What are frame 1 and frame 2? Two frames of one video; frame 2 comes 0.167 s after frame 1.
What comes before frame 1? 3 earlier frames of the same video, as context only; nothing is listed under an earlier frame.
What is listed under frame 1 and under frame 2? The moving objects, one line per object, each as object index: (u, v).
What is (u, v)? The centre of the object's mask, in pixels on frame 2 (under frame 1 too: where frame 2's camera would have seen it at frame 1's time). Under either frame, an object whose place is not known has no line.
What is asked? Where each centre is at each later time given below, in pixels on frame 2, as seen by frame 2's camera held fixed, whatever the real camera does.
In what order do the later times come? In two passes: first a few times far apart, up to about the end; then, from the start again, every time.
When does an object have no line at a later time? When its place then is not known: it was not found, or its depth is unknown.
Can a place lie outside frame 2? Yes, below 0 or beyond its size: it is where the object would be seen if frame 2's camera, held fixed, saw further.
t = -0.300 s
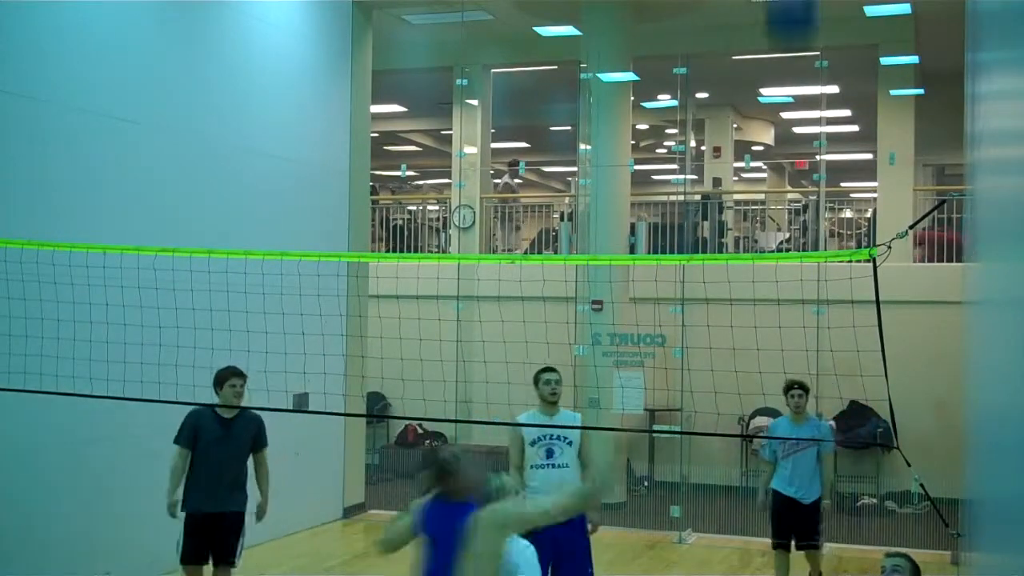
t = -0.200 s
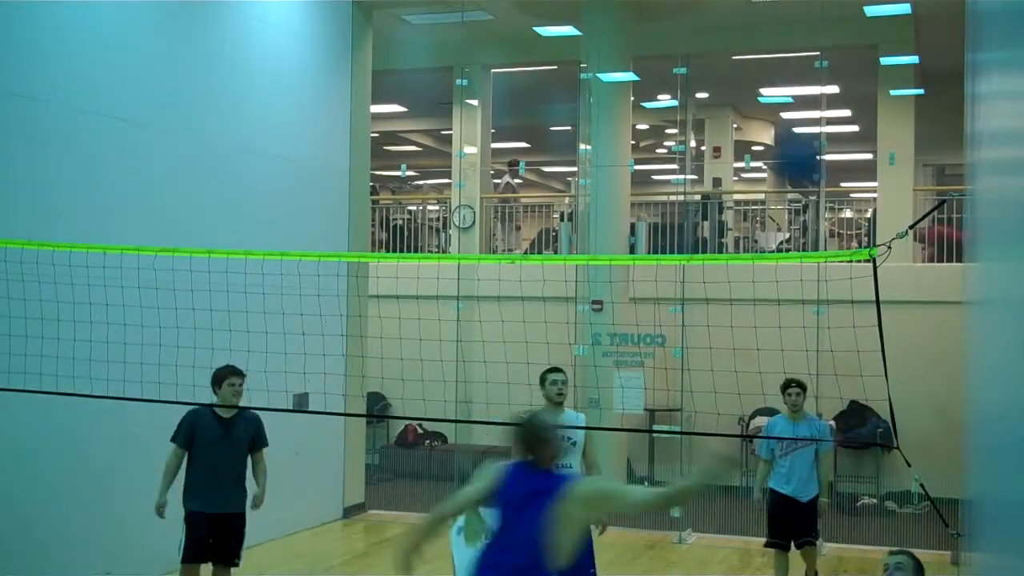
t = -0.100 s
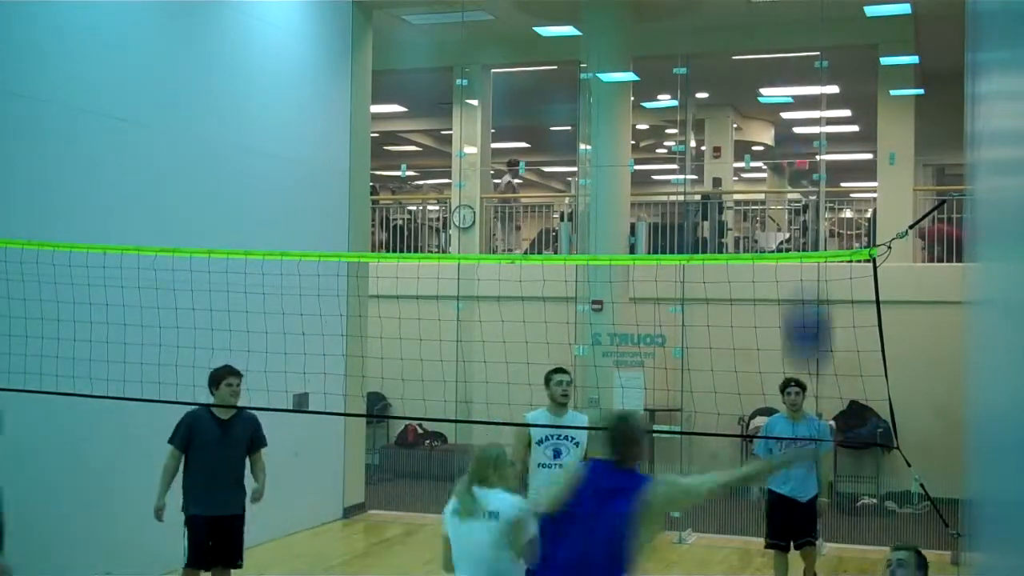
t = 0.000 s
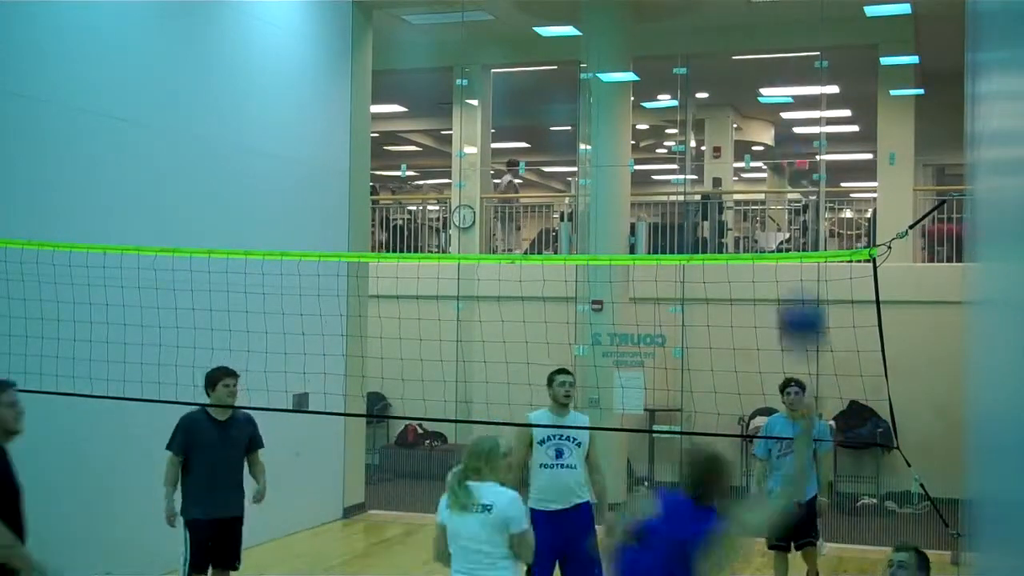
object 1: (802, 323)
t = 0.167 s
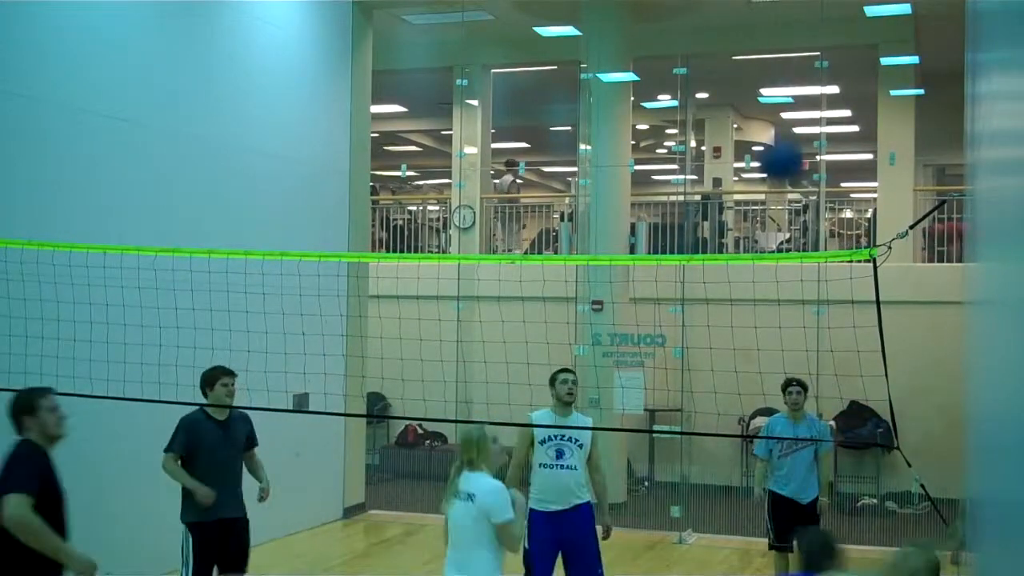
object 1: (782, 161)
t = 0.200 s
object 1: (777, 140)
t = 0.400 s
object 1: (753, 67)
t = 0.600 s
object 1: (731, 74)
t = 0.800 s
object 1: (713, 142)
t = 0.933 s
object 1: (702, 215)
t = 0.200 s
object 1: (777, 140)
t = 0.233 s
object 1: (771, 121)
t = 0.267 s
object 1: (767, 106)
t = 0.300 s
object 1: (763, 91)
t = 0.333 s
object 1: (760, 80)
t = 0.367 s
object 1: (757, 72)
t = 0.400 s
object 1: (753, 67)
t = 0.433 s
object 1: (750, 62)
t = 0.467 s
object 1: (746, 60)
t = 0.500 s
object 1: (742, 60)
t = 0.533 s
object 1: (738, 63)
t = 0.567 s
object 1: (735, 68)
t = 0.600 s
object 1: (731, 74)
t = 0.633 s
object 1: (729, 81)
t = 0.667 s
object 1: (726, 90)
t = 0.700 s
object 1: (722, 100)
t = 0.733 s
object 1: (719, 114)
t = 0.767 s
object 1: (717, 127)
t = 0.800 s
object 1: (713, 142)
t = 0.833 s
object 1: (709, 158)
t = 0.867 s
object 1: (706, 177)
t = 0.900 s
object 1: (705, 195)
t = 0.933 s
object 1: (702, 215)
